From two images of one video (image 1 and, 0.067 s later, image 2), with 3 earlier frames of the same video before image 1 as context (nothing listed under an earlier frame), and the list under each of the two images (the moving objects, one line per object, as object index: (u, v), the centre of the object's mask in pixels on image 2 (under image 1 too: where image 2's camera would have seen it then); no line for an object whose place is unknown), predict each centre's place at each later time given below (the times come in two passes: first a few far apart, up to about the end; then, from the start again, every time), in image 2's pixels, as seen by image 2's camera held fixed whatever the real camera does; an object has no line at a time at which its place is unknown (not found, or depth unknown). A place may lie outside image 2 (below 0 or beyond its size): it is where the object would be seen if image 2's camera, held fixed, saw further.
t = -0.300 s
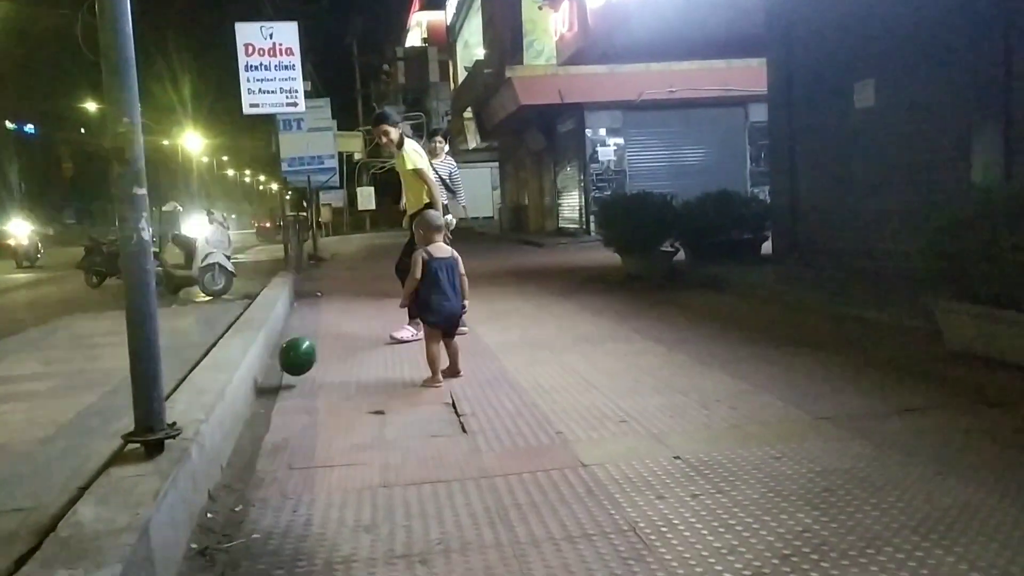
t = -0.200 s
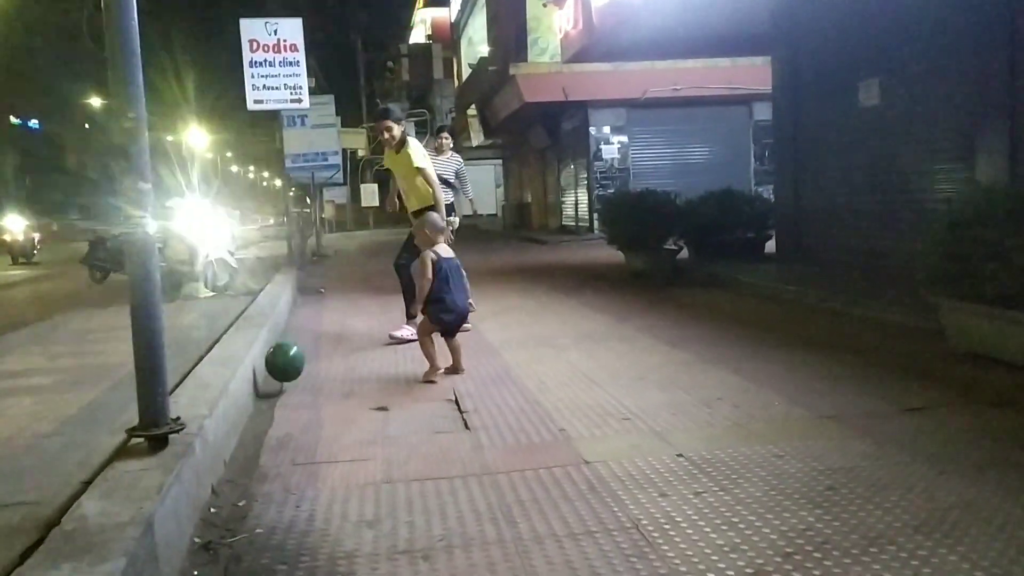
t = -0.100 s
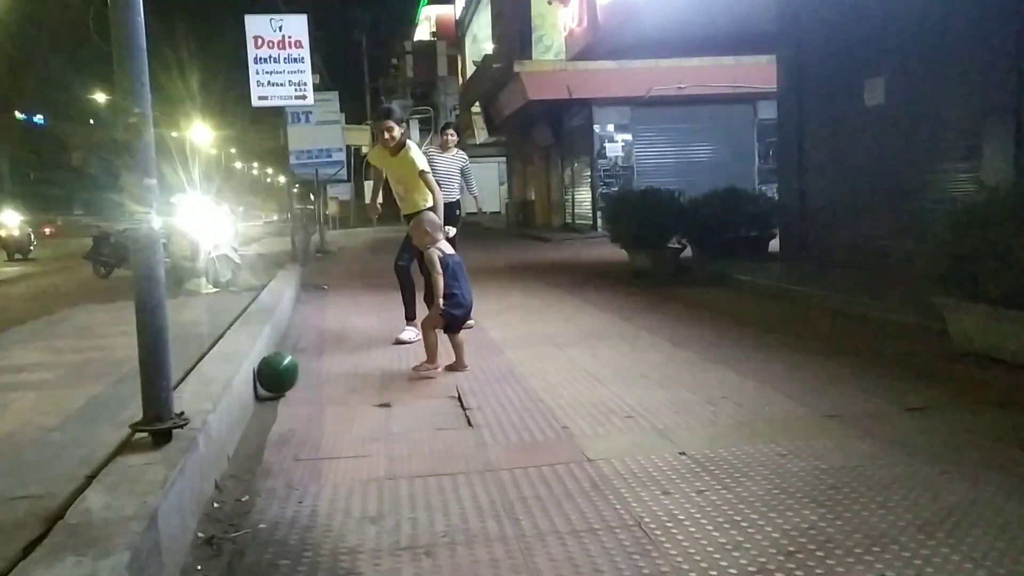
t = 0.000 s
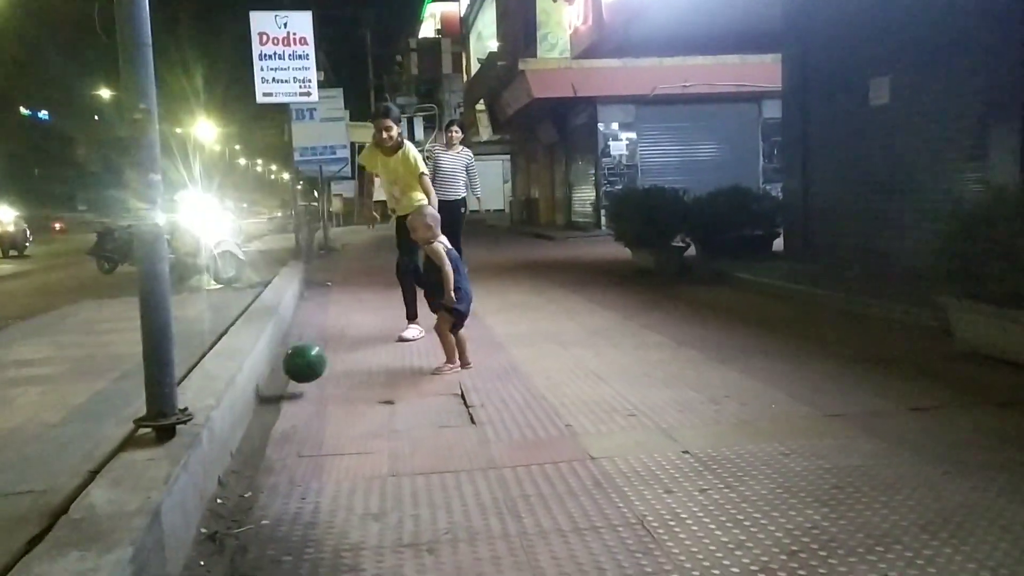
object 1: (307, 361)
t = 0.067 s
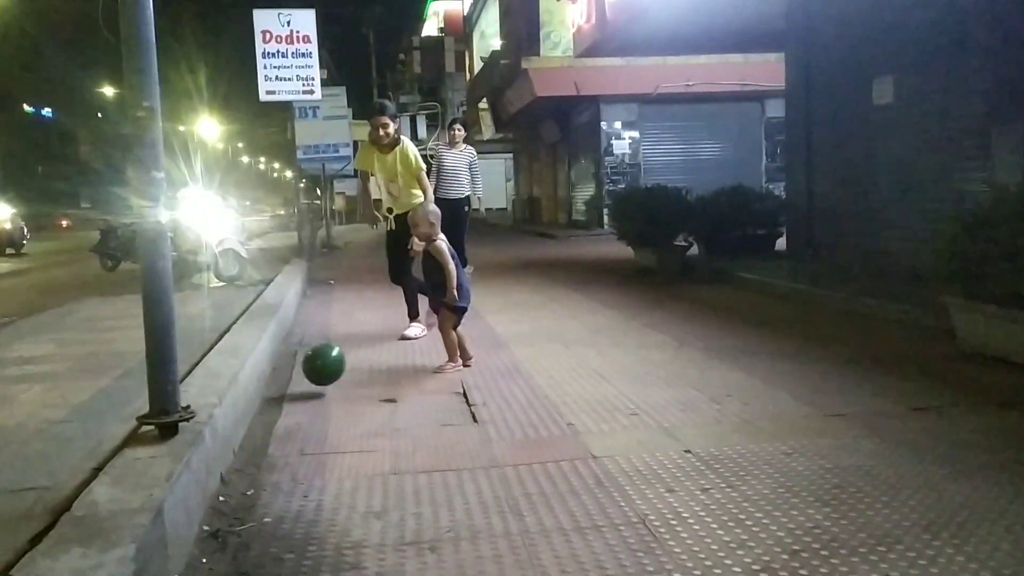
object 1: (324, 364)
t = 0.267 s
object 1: (350, 372)
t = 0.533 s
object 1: (378, 387)
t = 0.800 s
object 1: (404, 406)
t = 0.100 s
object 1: (332, 369)
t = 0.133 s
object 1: (340, 377)
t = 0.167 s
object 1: (343, 375)
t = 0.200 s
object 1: (345, 372)
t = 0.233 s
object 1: (347, 371)
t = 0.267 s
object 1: (350, 372)
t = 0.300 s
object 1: (352, 375)
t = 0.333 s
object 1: (356, 379)
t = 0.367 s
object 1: (359, 386)
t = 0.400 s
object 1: (363, 388)
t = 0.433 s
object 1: (366, 384)
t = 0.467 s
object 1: (371, 382)
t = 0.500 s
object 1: (375, 383)
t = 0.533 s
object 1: (378, 387)
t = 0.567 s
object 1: (383, 392)
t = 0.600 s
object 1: (386, 399)
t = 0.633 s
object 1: (389, 395)
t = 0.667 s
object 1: (391, 393)
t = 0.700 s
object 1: (394, 393)
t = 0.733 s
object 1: (397, 394)
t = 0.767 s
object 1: (400, 399)
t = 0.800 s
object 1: (404, 406)
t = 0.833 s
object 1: (407, 407)
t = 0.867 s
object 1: (411, 406)
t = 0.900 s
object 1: (415, 407)
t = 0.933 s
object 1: (419, 410)
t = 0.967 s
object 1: (423, 413)
